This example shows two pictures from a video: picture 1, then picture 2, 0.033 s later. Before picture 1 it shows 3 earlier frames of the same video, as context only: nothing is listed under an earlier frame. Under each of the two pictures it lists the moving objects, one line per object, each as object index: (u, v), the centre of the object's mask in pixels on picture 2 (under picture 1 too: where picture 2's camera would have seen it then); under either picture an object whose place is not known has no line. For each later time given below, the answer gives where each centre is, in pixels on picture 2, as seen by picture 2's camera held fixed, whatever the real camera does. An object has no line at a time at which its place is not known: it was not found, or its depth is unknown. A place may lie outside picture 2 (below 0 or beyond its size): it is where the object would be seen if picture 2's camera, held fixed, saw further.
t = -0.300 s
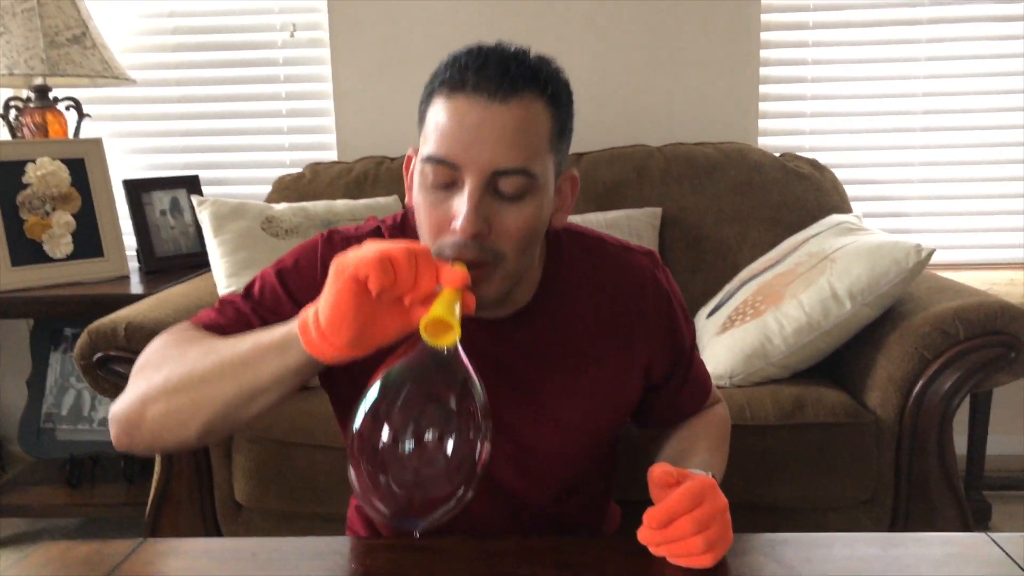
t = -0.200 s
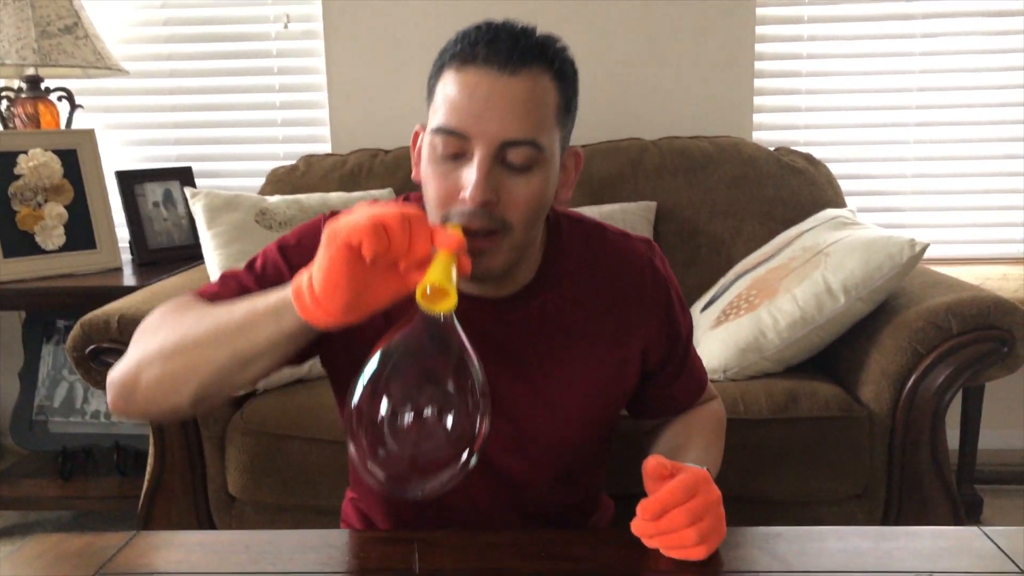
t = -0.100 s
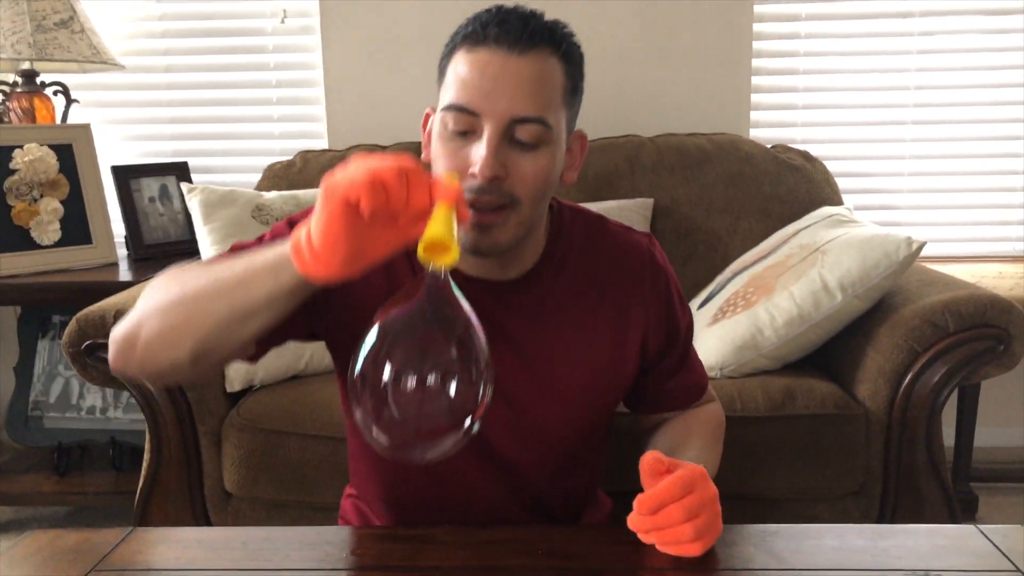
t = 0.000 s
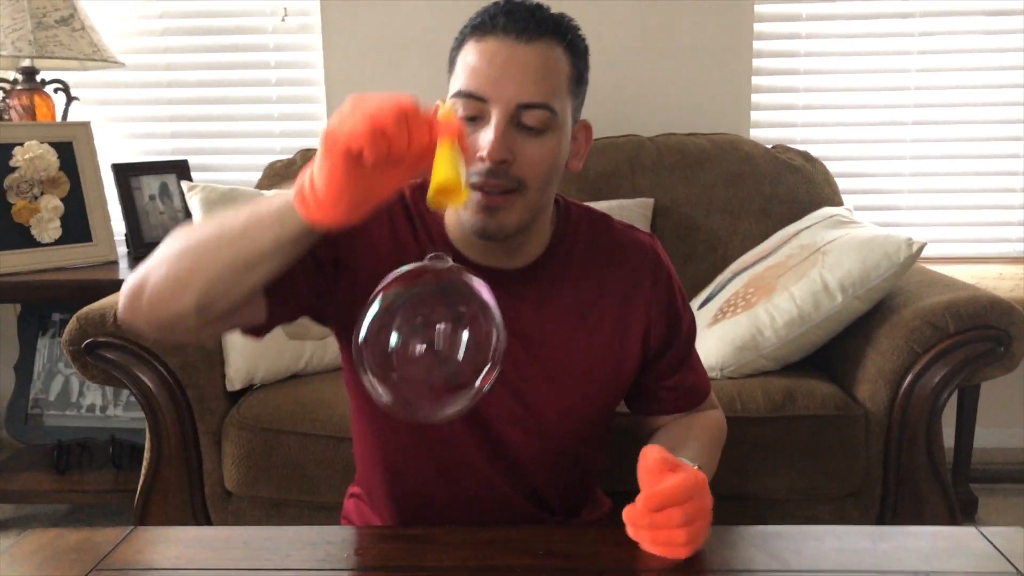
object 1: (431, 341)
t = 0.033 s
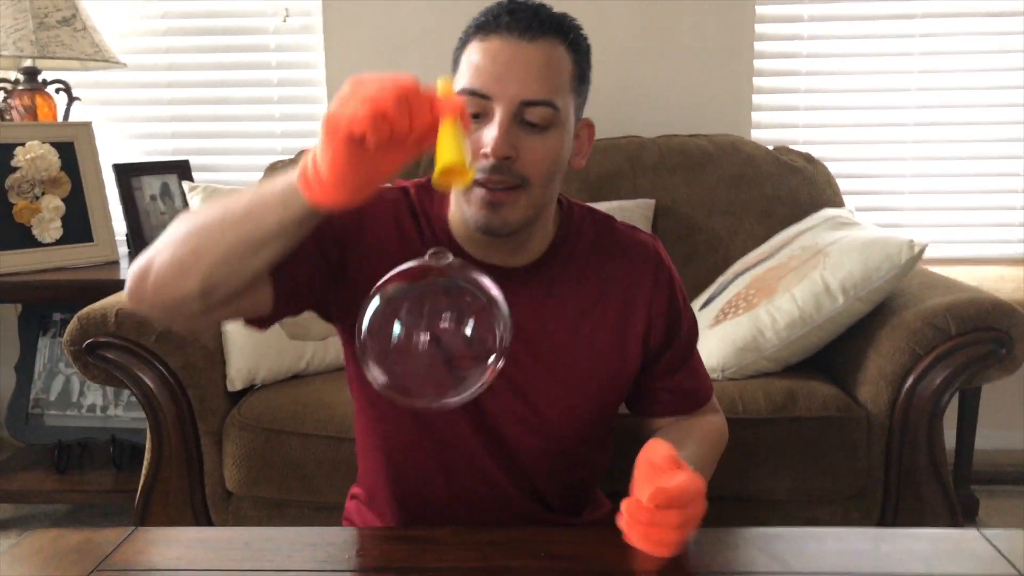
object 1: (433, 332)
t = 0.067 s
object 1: (436, 323)
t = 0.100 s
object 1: (438, 313)
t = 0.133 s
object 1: (439, 305)
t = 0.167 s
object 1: (442, 298)
